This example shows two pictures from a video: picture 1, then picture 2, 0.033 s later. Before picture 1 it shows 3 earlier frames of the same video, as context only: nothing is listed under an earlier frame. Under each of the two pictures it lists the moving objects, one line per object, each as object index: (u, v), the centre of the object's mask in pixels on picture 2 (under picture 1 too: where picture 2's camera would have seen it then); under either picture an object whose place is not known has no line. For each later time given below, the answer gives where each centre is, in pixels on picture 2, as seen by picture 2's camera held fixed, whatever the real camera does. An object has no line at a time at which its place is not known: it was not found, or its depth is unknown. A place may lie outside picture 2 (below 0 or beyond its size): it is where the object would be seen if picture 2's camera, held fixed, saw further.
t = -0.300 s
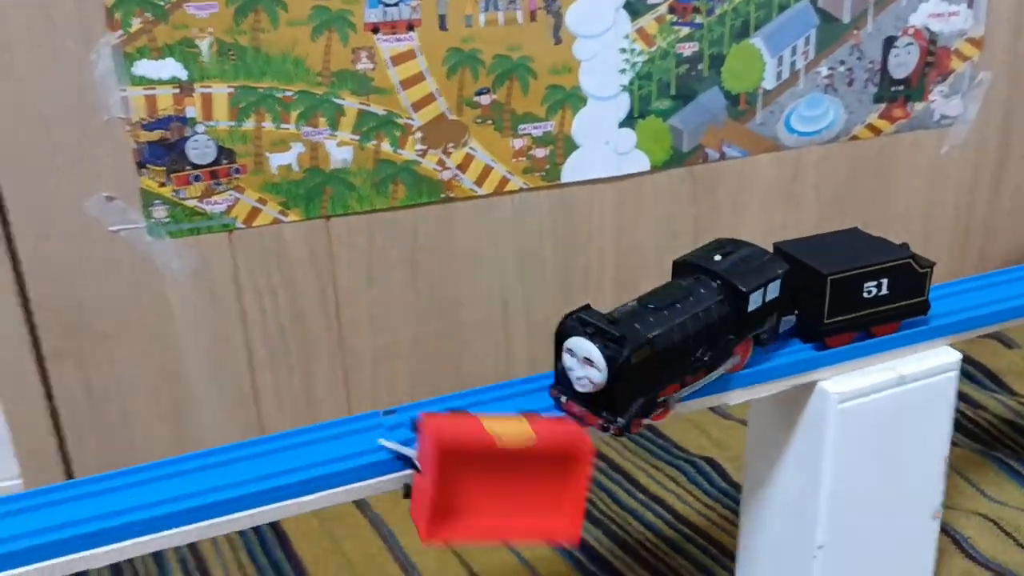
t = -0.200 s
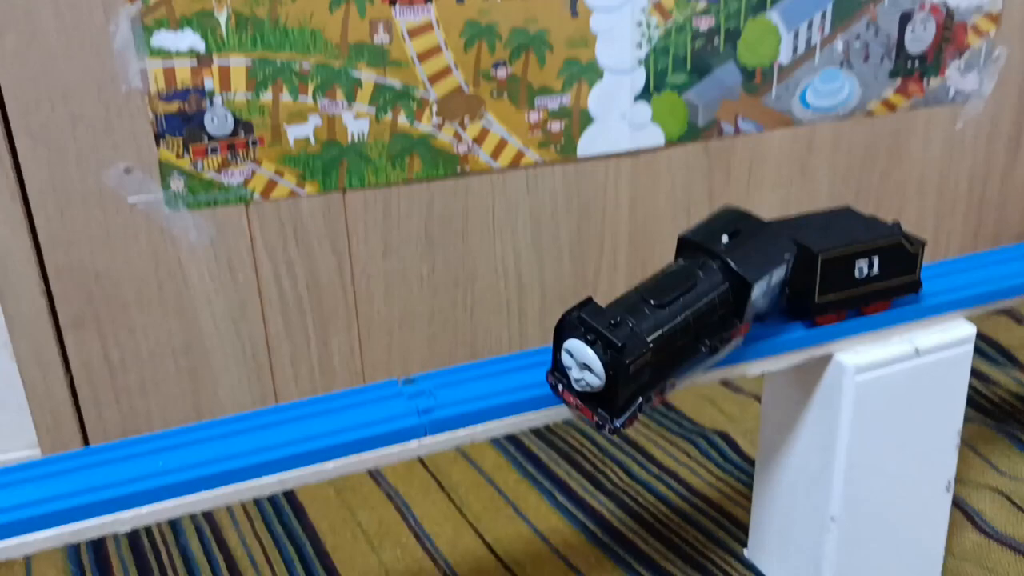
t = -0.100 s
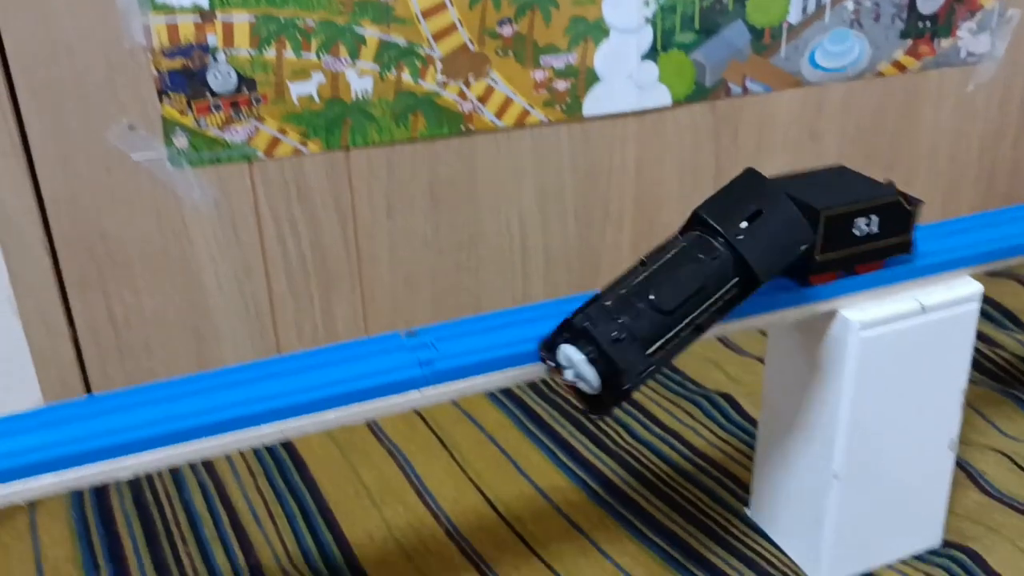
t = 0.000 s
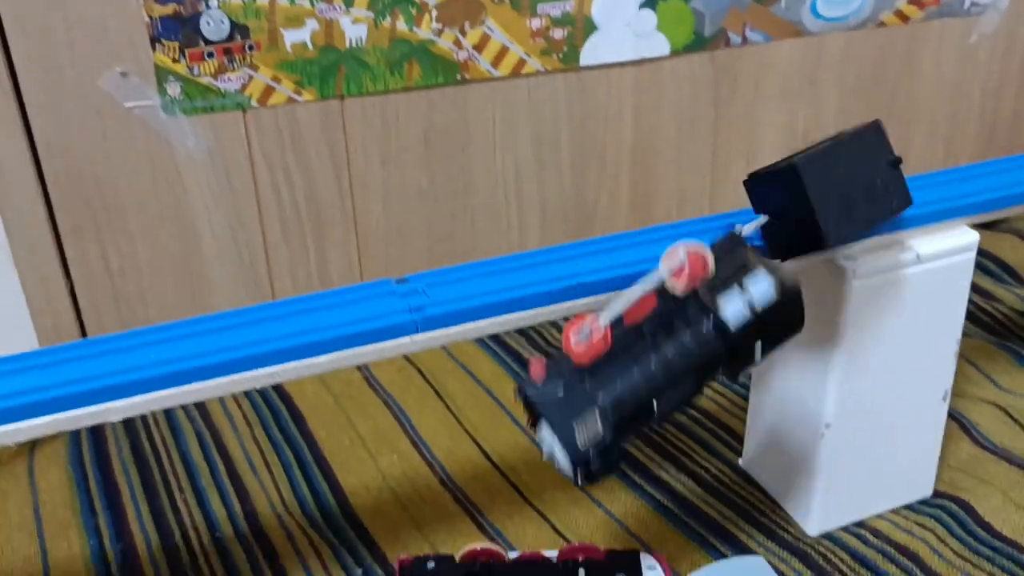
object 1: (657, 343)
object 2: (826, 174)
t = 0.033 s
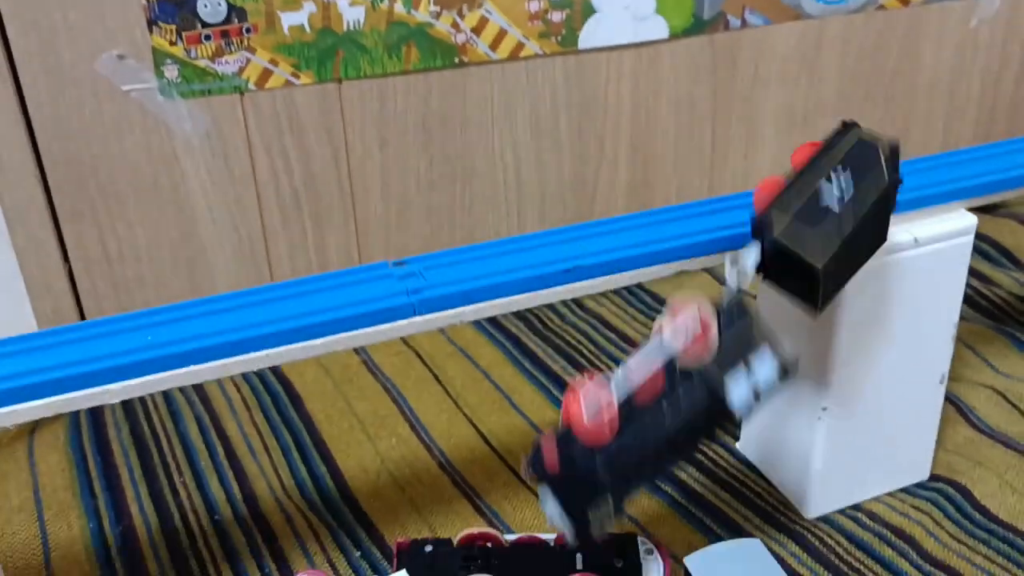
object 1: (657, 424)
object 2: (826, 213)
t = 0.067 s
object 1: (659, 489)
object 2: (823, 289)
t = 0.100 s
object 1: (659, 536)
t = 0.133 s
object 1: (654, 539)
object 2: (805, 492)
